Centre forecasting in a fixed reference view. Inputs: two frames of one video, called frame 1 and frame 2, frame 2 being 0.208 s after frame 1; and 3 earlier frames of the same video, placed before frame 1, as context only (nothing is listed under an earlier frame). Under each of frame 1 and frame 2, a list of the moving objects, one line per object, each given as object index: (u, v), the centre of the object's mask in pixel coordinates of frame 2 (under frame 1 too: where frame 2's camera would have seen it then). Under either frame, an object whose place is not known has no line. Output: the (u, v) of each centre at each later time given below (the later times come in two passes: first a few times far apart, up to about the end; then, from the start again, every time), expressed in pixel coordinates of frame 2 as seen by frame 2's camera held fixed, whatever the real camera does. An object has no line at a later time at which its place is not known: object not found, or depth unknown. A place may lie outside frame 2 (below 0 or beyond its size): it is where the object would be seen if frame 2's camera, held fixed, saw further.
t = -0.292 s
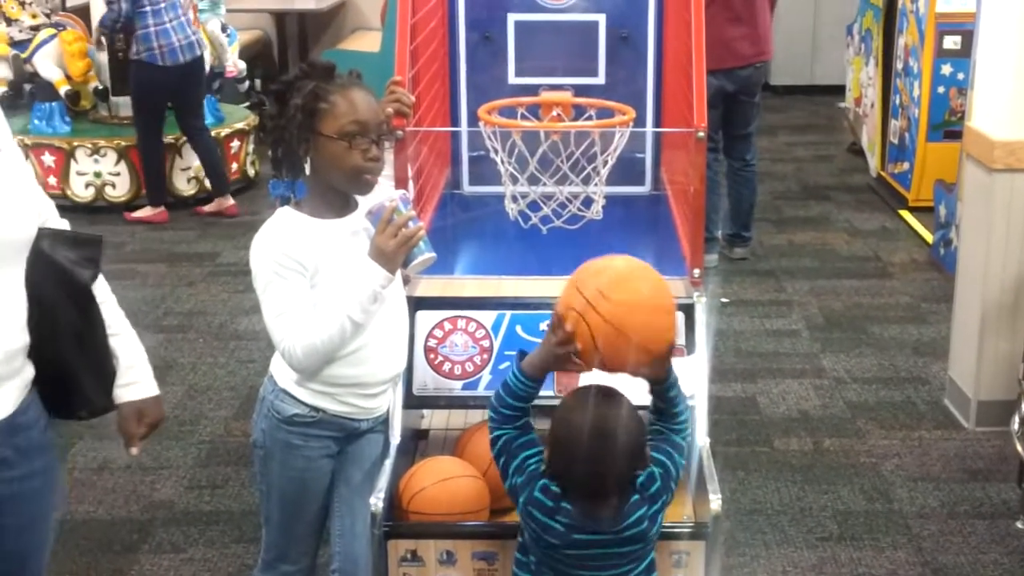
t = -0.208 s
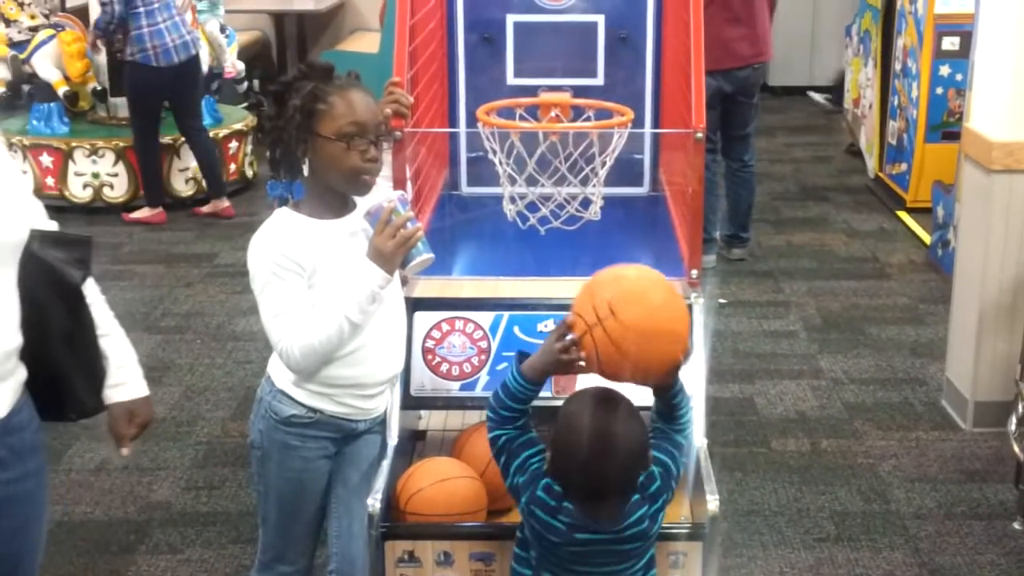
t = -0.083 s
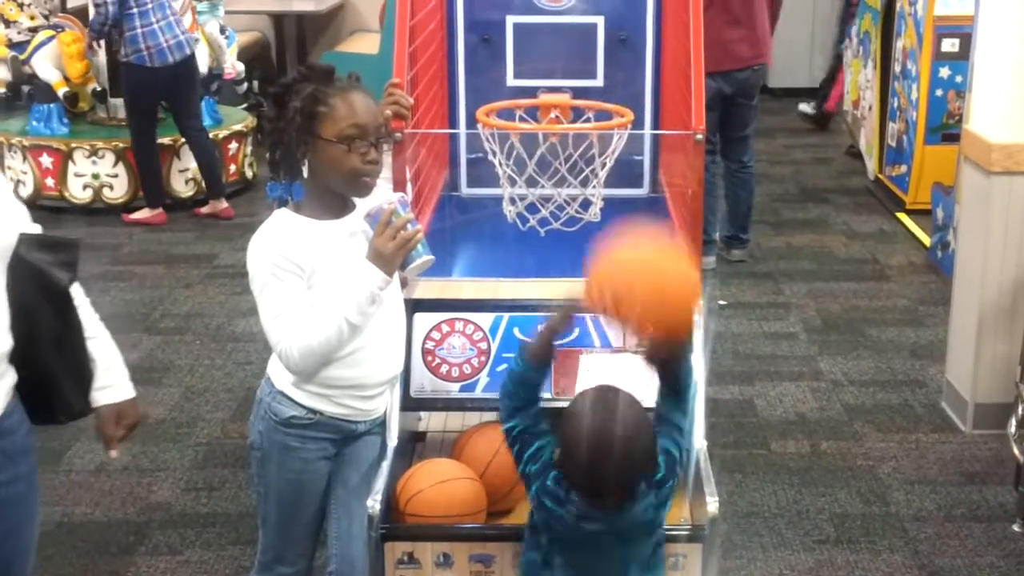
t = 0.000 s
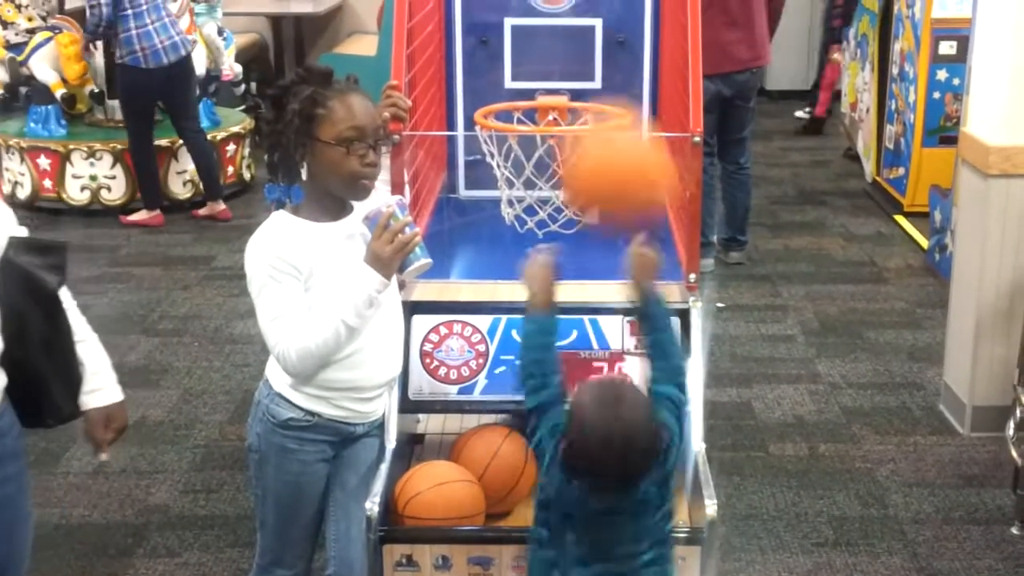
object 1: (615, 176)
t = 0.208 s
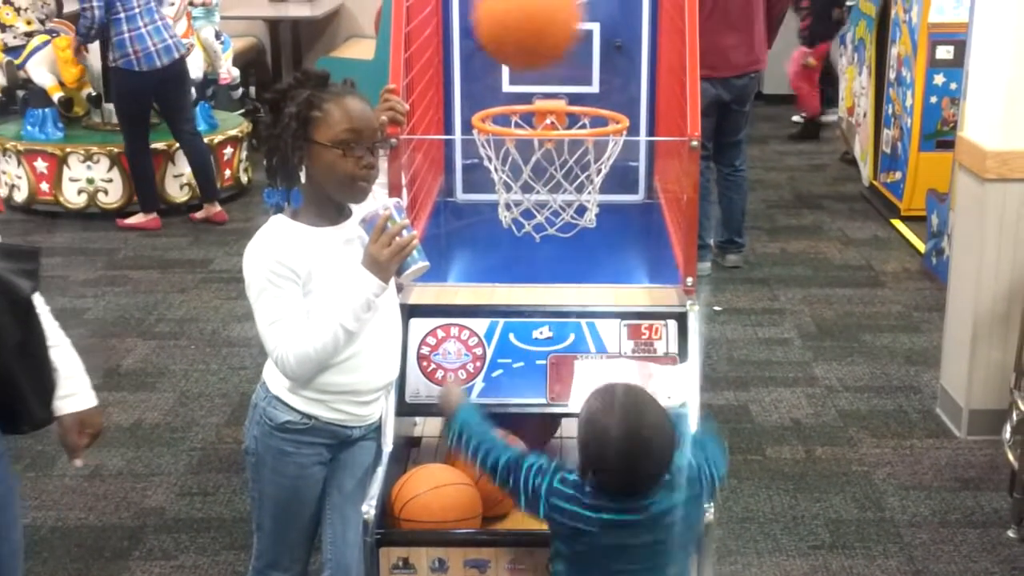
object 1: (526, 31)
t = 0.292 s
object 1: (498, 34)
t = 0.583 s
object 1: (415, 31)
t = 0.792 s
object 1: (354, 137)
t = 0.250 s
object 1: (512, 30)
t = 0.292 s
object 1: (498, 34)
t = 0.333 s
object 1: (484, 45)
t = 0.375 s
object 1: (472, 66)
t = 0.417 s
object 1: (457, 87)
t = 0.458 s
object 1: (449, 60)
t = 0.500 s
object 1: (439, 41)
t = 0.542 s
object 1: (427, 33)
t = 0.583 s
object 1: (415, 31)
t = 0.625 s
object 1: (405, 33)
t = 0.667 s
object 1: (395, 40)
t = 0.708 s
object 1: (384, 54)
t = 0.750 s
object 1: (369, 92)
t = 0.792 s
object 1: (354, 137)
